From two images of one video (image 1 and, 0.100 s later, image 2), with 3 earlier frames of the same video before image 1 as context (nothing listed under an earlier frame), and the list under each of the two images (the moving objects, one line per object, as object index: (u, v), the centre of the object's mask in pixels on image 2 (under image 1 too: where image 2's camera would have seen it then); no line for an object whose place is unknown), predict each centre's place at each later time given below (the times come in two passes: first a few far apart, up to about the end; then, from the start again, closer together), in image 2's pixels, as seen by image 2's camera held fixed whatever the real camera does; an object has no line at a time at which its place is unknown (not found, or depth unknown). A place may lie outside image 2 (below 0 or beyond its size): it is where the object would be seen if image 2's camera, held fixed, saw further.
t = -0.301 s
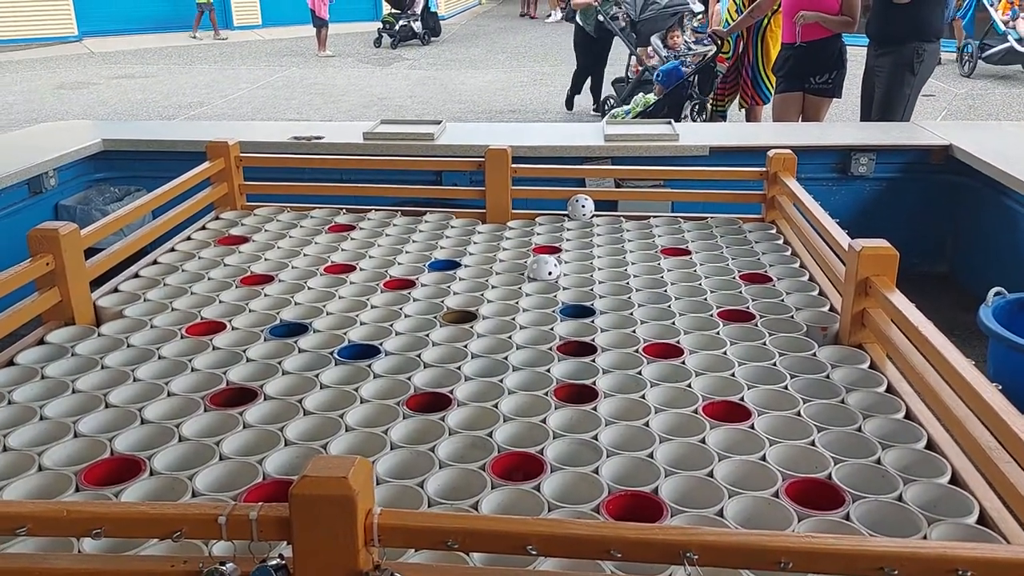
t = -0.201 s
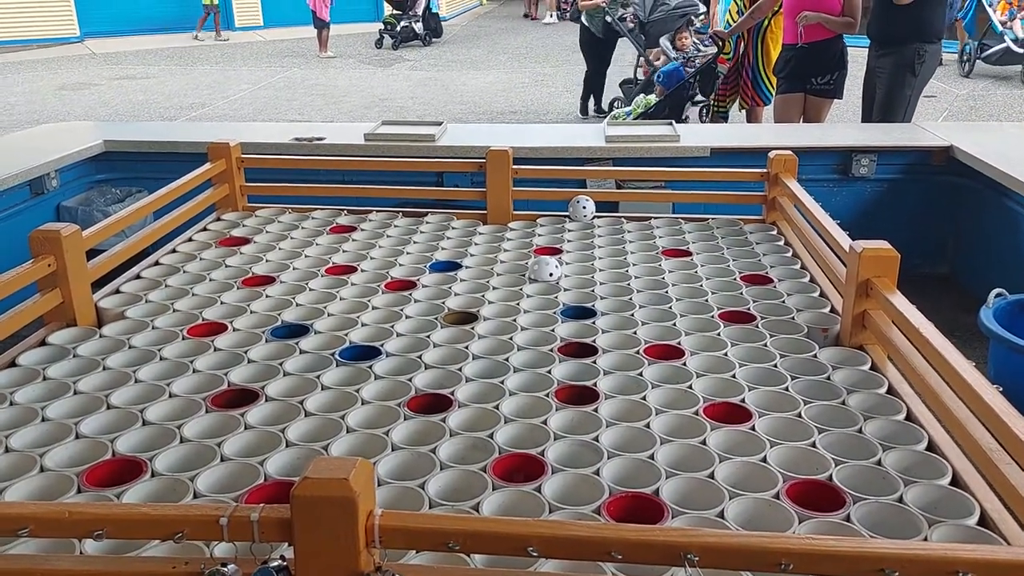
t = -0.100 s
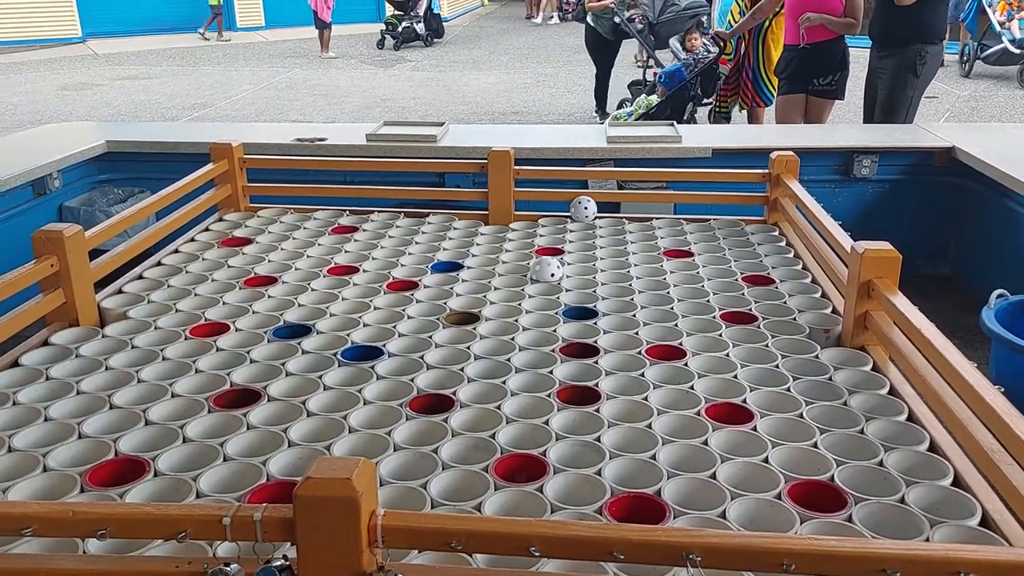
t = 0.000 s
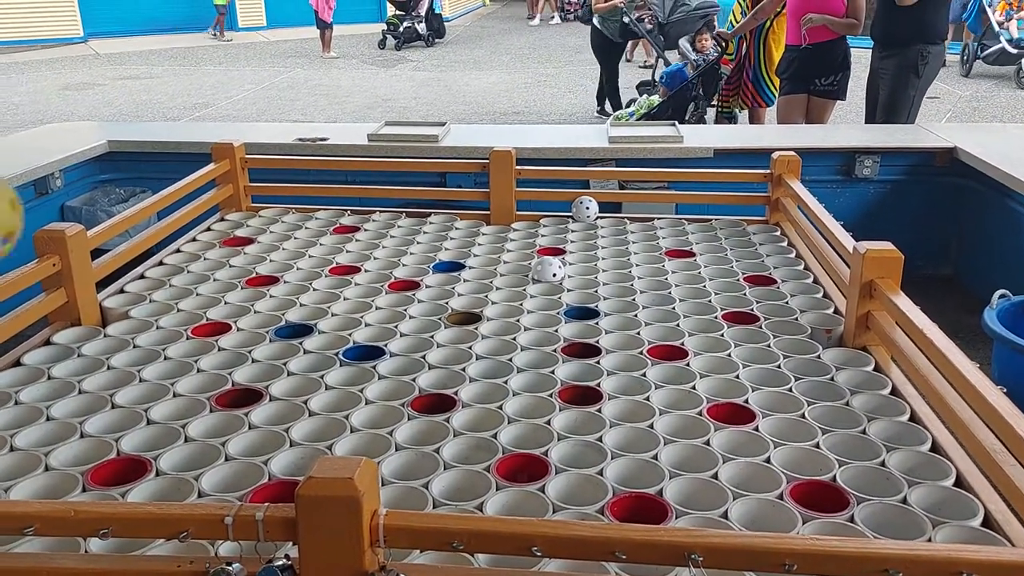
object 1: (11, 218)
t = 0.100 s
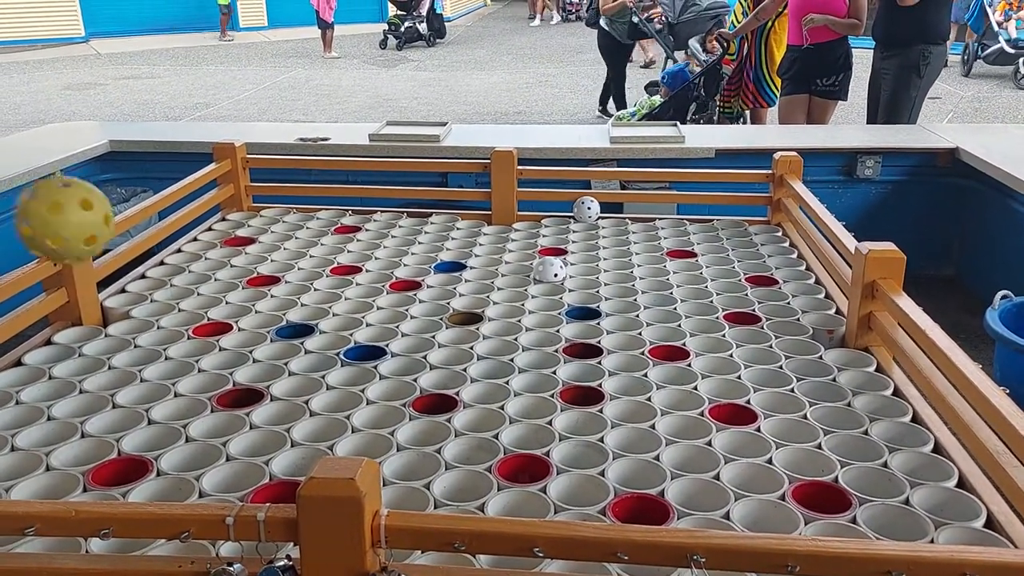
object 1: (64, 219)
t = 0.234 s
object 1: (160, 321)
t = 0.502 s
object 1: (348, 323)
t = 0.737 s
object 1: (532, 384)
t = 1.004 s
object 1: (732, 377)
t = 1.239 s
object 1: (874, 356)
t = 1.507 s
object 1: (793, 361)
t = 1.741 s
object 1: (769, 362)
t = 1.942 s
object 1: (771, 369)
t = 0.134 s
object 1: (93, 239)
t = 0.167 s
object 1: (118, 263)
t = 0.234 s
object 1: (160, 321)
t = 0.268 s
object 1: (179, 353)
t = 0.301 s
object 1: (196, 387)
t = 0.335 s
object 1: (220, 409)
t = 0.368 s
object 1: (246, 383)
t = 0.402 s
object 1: (270, 360)
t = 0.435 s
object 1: (295, 343)
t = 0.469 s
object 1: (322, 331)
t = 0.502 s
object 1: (348, 323)
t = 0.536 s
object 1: (374, 322)
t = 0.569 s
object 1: (401, 326)
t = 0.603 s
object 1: (428, 334)
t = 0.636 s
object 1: (454, 348)
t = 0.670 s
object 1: (481, 367)
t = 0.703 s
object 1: (507, 391)
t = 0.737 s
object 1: (532, 384)
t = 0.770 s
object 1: (558, 368)
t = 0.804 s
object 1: (583, 358)
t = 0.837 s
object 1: (609, 352)
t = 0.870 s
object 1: (634, 351)
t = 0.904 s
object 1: (659, 354)
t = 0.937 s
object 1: (682, 364)
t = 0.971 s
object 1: (707, 378)
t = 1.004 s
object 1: (732, 377)
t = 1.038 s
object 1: (758, 368)
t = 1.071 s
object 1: (783, 363)
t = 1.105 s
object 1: (808, 363)
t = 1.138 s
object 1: (833, 368)
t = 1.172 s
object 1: (856, 375)
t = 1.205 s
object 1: (879, 367)
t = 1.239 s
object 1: (874, 356)
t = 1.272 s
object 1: (862, 351)
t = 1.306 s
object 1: (849, 350)
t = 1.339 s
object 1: (834, 353)
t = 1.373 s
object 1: (819, 361)
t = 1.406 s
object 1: (805, 376)
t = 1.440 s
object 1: (799, 368)
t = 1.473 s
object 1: (797, 362)
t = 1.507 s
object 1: (793, 361)
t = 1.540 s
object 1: (788, 364)
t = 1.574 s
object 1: (784, 366)
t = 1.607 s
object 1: (781, 361)
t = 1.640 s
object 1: (779, 361)
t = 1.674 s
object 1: (776, 364)
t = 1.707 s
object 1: (772, 363)
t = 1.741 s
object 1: (769, 362)
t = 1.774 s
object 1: (766, 365)
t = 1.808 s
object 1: (770, 367)
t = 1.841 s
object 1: (771, 366)
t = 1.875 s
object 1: (768, 366)
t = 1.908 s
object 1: (767, 367)
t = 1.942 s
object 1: (771, 369)
